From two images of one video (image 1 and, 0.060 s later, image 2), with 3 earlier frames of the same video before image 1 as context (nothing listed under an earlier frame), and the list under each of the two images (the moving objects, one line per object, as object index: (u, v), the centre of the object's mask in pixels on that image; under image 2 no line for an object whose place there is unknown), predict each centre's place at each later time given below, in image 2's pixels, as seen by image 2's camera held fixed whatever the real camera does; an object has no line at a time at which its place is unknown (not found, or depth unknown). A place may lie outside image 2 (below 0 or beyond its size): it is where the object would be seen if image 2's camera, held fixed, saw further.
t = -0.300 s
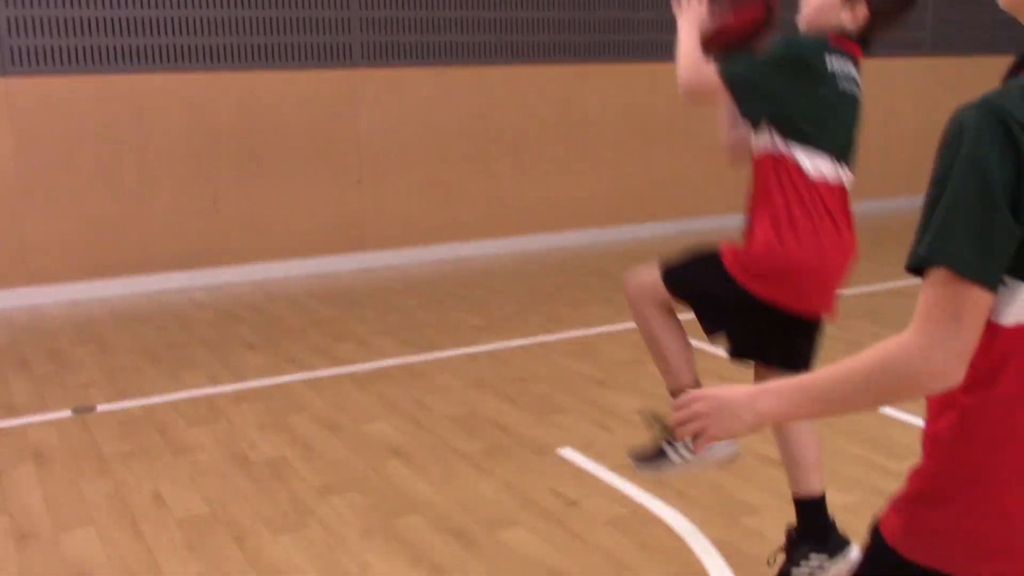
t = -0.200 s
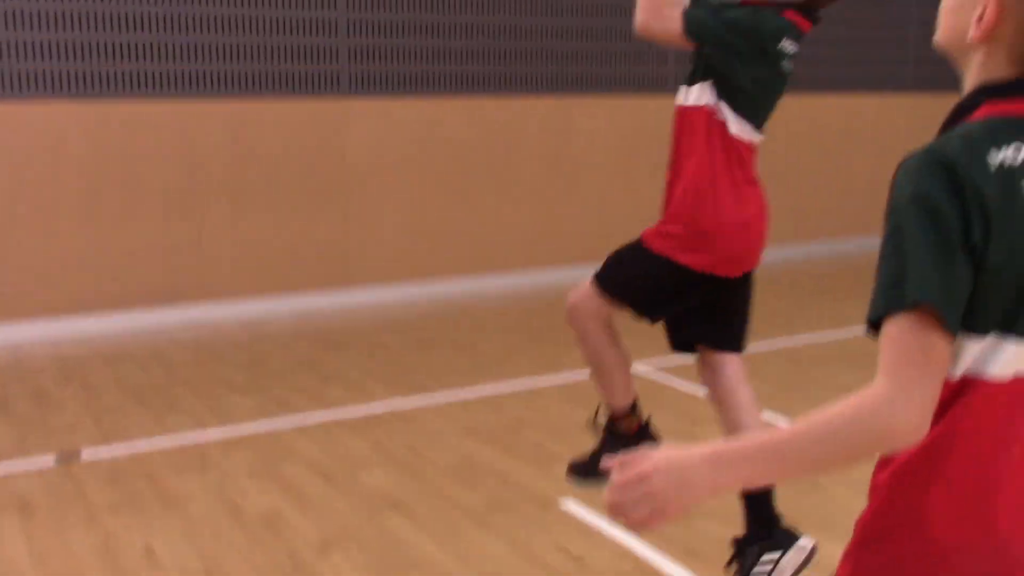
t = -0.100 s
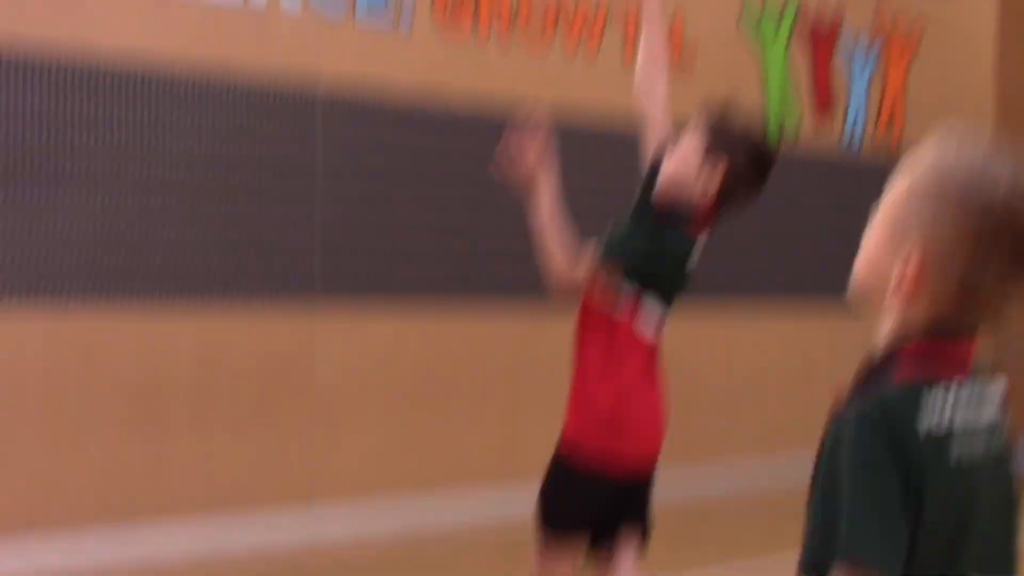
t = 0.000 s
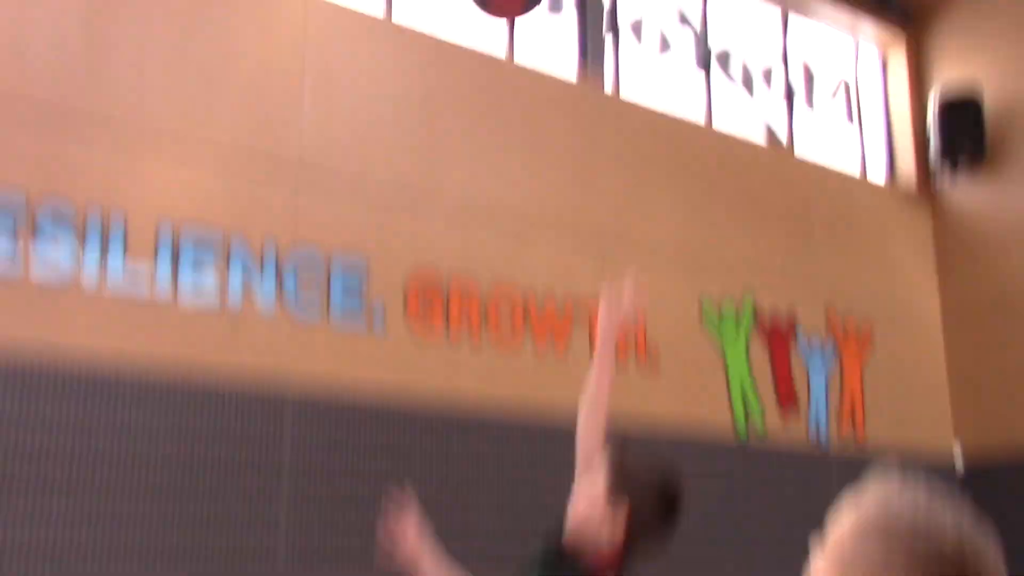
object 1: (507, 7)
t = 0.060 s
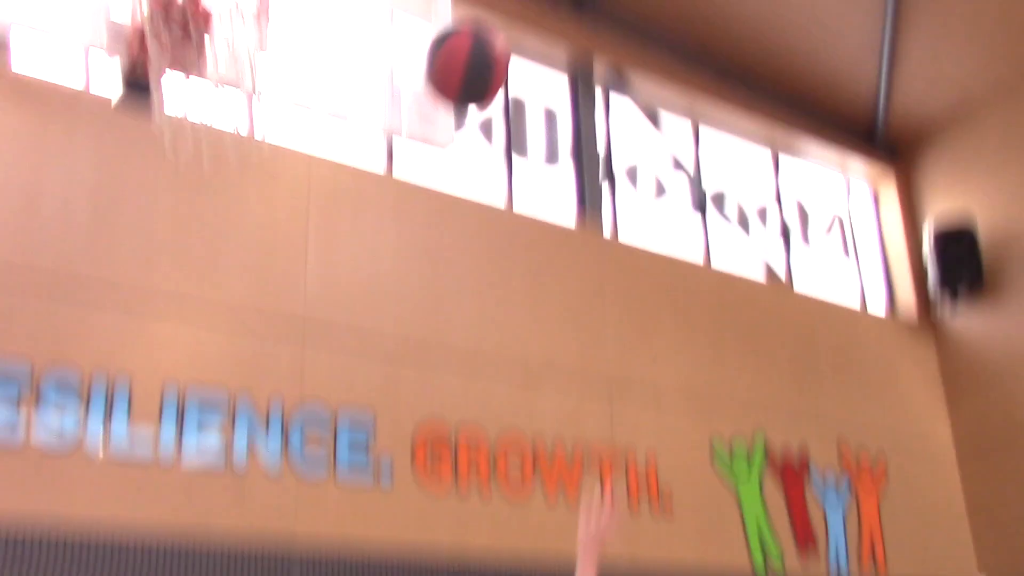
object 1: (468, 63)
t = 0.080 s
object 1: (455, 41)
